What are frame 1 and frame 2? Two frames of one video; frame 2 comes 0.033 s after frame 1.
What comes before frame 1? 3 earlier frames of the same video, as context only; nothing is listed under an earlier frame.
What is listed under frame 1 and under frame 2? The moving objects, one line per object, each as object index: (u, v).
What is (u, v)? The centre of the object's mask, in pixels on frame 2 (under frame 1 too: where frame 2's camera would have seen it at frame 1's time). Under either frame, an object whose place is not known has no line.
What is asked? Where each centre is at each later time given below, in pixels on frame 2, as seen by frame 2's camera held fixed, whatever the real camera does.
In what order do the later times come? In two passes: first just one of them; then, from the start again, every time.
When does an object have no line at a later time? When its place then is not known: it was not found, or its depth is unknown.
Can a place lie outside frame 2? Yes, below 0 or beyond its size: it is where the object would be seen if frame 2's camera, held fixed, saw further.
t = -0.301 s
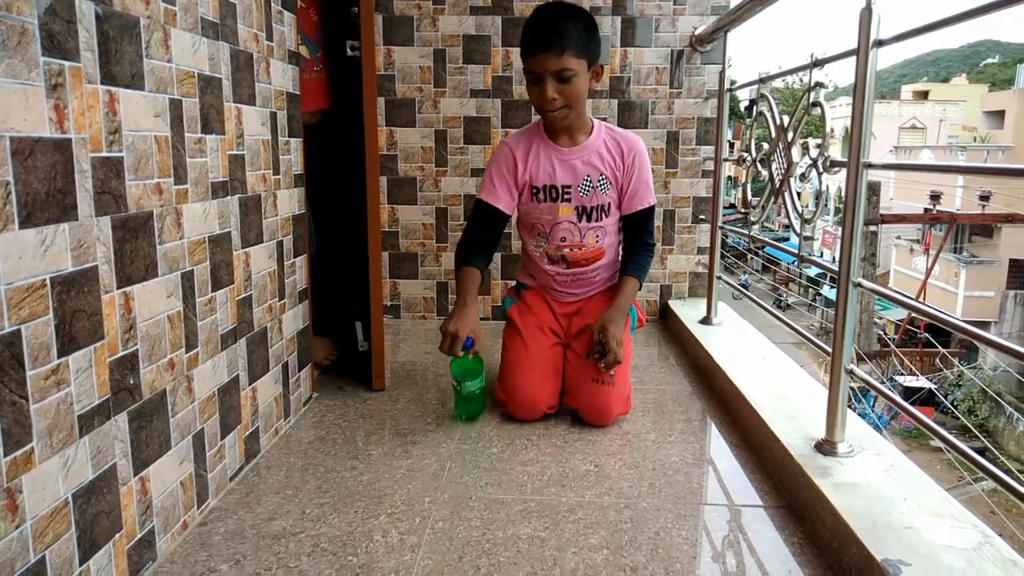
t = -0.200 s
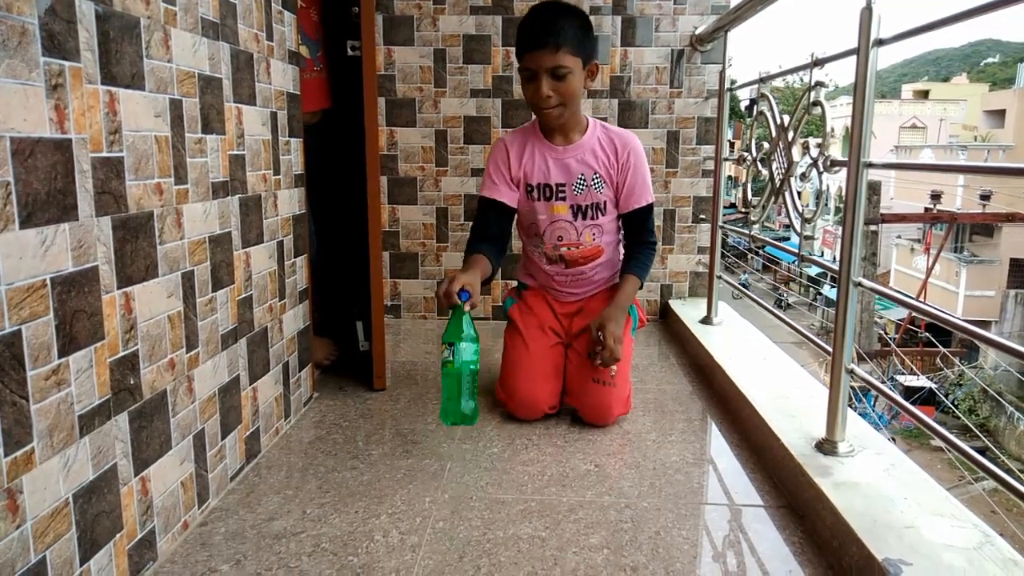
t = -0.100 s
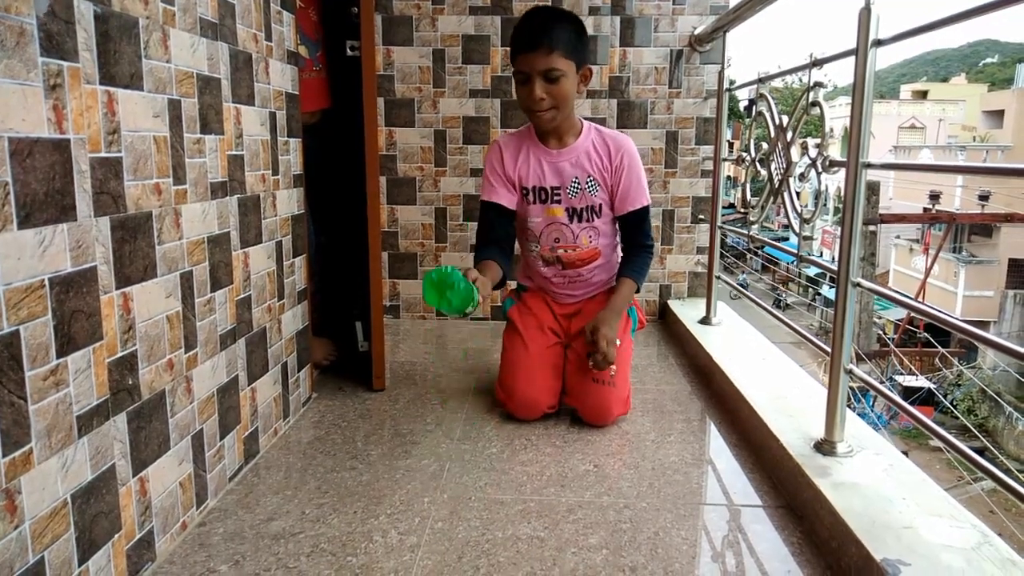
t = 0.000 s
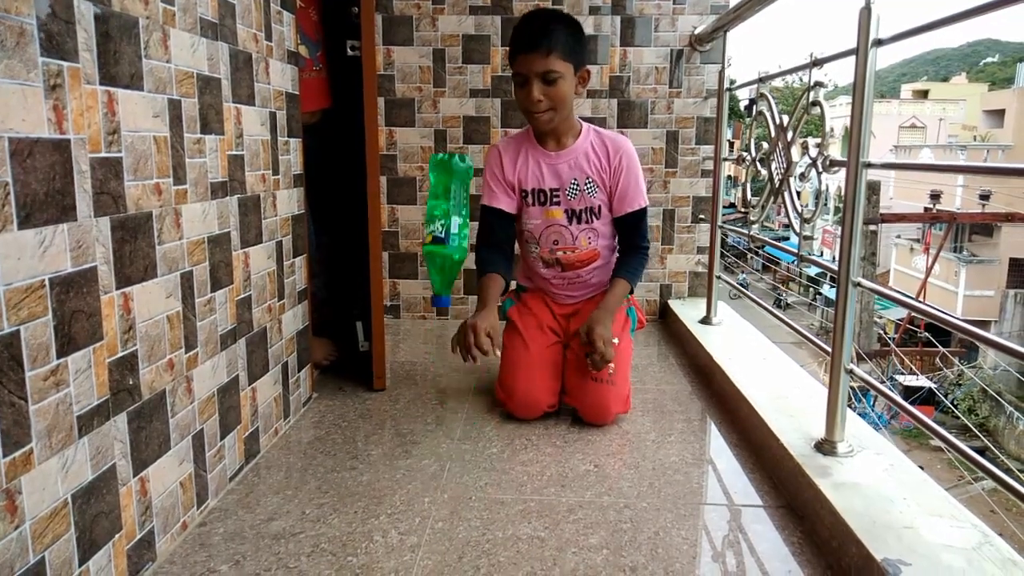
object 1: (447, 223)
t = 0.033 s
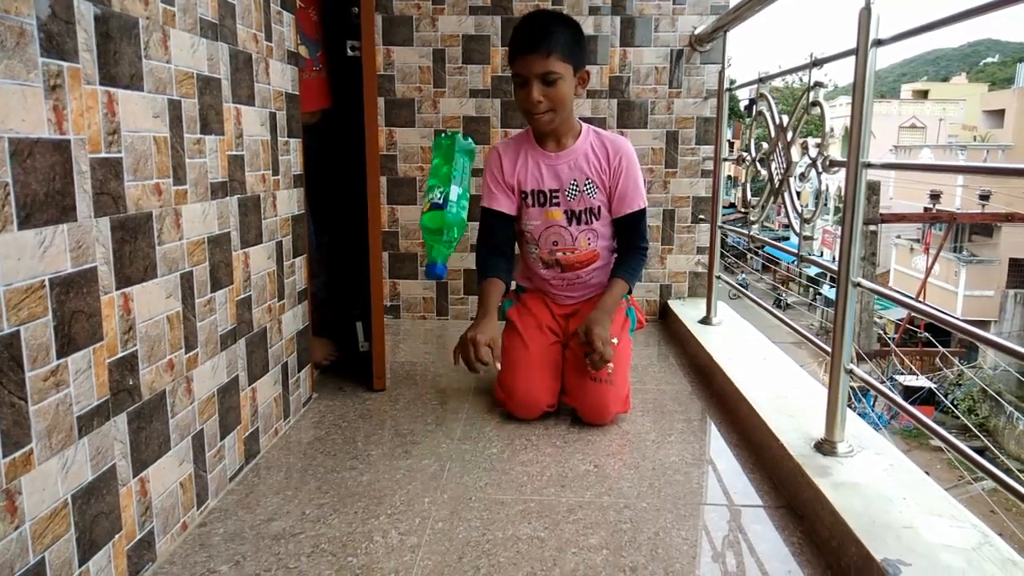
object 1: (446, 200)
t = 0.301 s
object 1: (446, 300)
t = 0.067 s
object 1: (447, 185)
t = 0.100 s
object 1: (447, 177)
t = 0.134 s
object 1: (447, 178)
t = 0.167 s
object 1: (447, 187)
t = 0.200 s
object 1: (447, 204)
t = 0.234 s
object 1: (447, 230)
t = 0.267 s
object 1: (447, 262)
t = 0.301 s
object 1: (446, 300)
